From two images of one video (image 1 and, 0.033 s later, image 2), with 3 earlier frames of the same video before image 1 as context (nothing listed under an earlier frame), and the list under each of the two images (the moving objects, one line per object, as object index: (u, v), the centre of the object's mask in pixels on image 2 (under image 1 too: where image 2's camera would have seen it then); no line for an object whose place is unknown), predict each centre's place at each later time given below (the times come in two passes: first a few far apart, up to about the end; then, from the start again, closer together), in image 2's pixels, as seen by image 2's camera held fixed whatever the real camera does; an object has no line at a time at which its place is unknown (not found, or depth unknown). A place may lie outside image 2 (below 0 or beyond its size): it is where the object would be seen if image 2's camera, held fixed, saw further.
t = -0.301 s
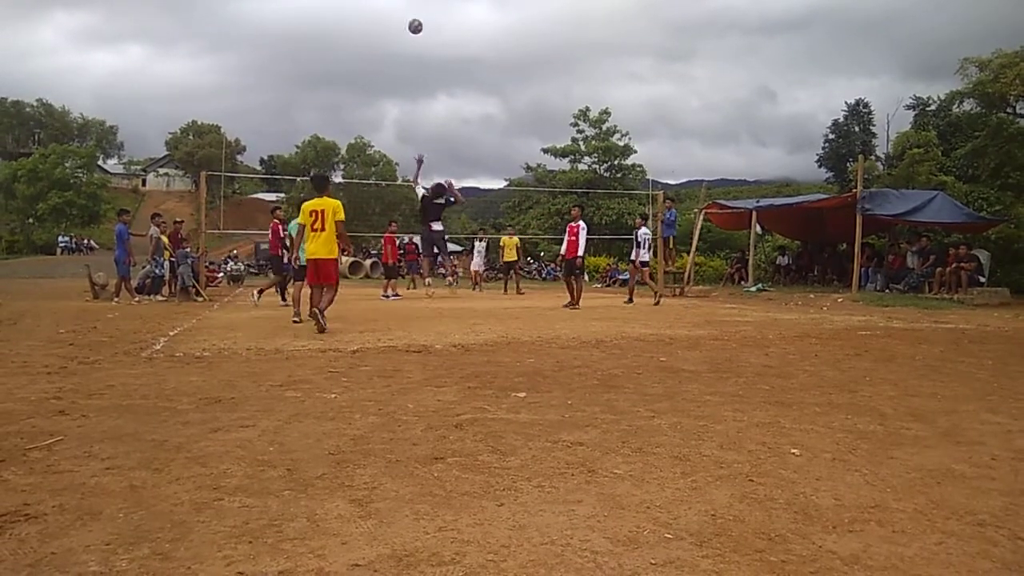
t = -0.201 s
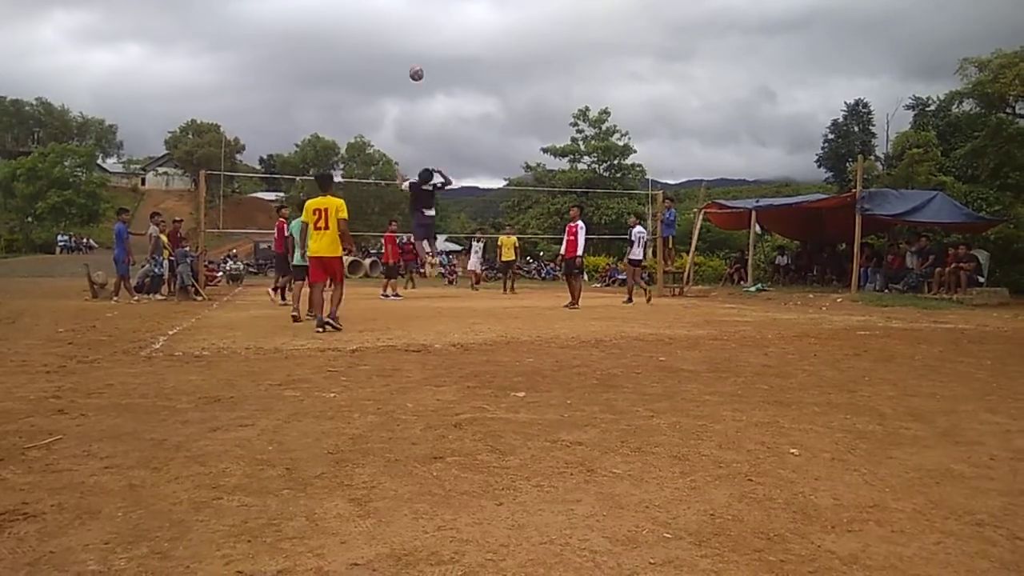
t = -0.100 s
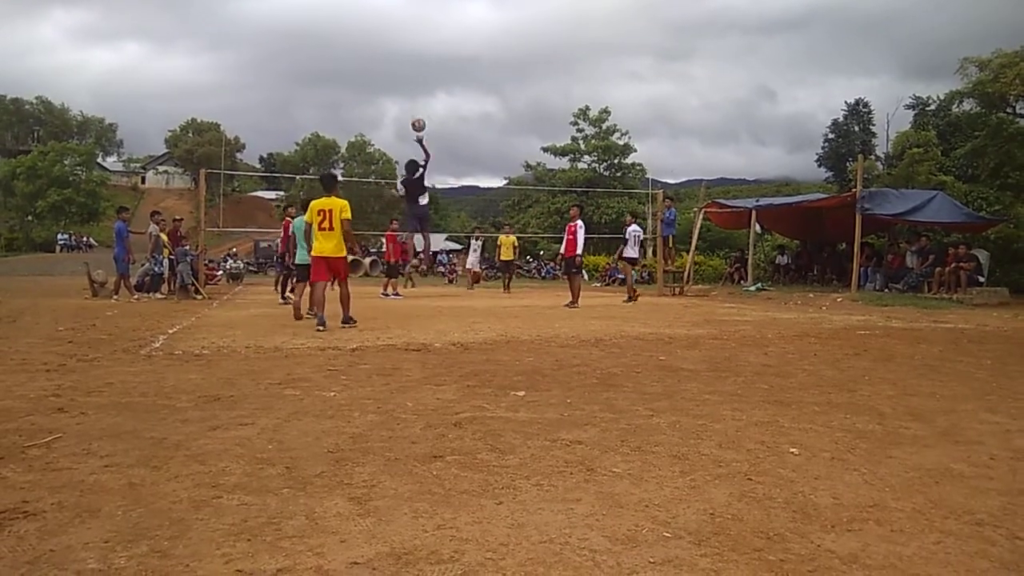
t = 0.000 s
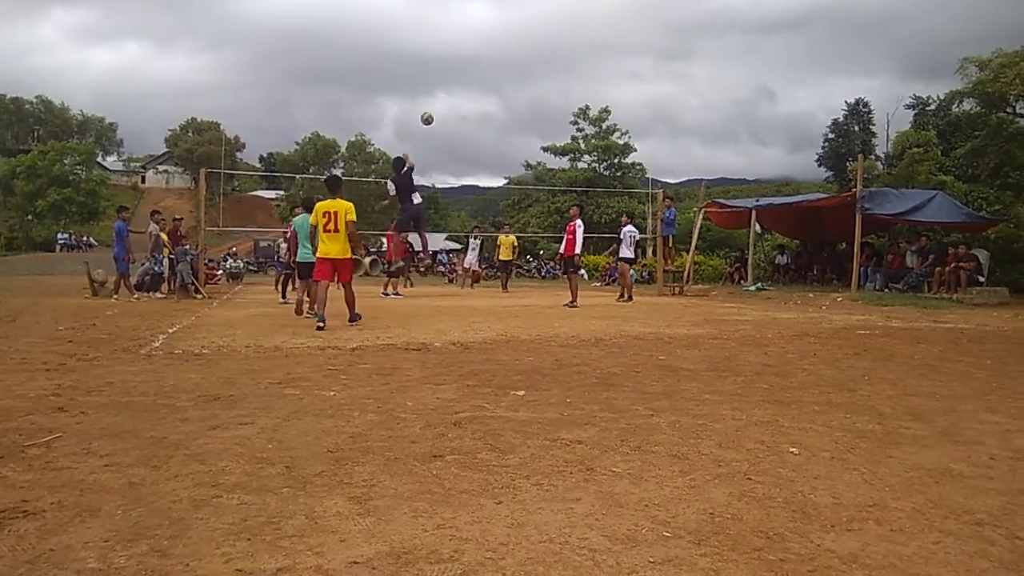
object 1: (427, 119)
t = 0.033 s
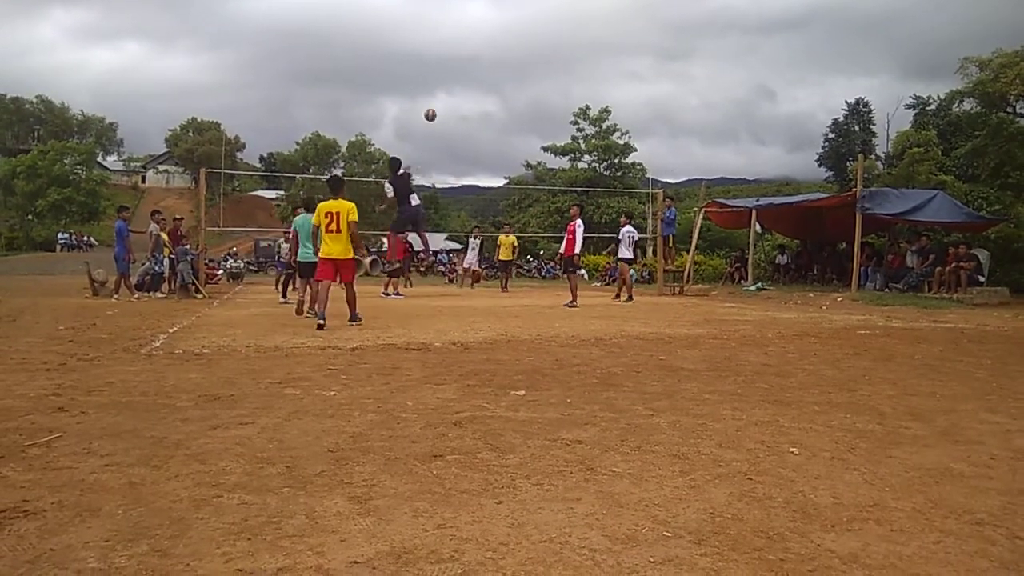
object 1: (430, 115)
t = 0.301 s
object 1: (449, 115)
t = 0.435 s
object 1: (456, 130)
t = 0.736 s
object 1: (467, 180)
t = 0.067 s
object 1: (433, 112)
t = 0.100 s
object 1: (435, 110)
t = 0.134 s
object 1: (438, 109)
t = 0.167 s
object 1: (441, 109)
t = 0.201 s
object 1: (443, 109)
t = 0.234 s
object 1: (445, 111)
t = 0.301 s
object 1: (449, 115)
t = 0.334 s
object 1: (451, 118)
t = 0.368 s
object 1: (453, 122)
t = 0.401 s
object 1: (455, 125)
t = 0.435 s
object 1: (456, 130)
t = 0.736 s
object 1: (467, 180)
